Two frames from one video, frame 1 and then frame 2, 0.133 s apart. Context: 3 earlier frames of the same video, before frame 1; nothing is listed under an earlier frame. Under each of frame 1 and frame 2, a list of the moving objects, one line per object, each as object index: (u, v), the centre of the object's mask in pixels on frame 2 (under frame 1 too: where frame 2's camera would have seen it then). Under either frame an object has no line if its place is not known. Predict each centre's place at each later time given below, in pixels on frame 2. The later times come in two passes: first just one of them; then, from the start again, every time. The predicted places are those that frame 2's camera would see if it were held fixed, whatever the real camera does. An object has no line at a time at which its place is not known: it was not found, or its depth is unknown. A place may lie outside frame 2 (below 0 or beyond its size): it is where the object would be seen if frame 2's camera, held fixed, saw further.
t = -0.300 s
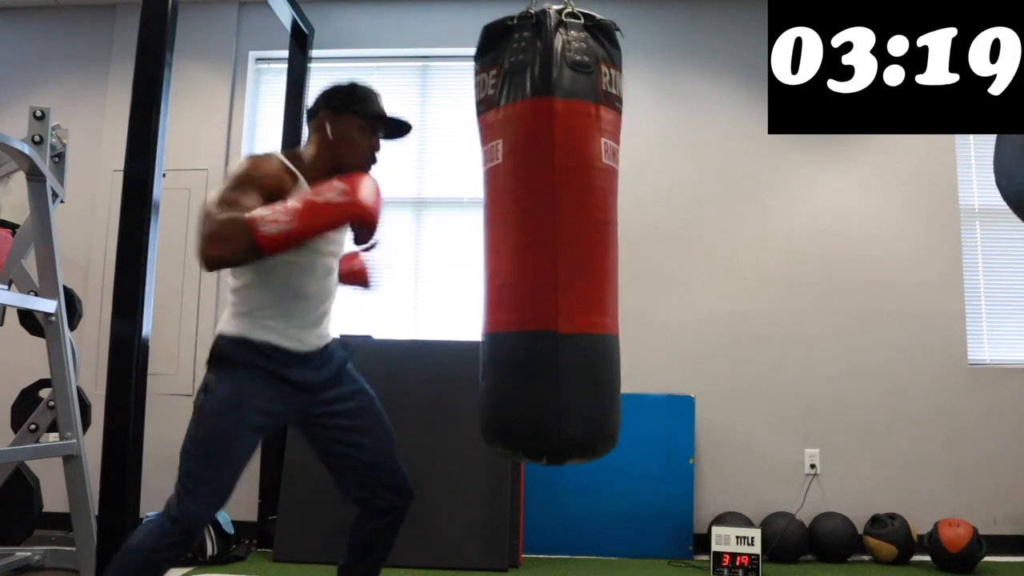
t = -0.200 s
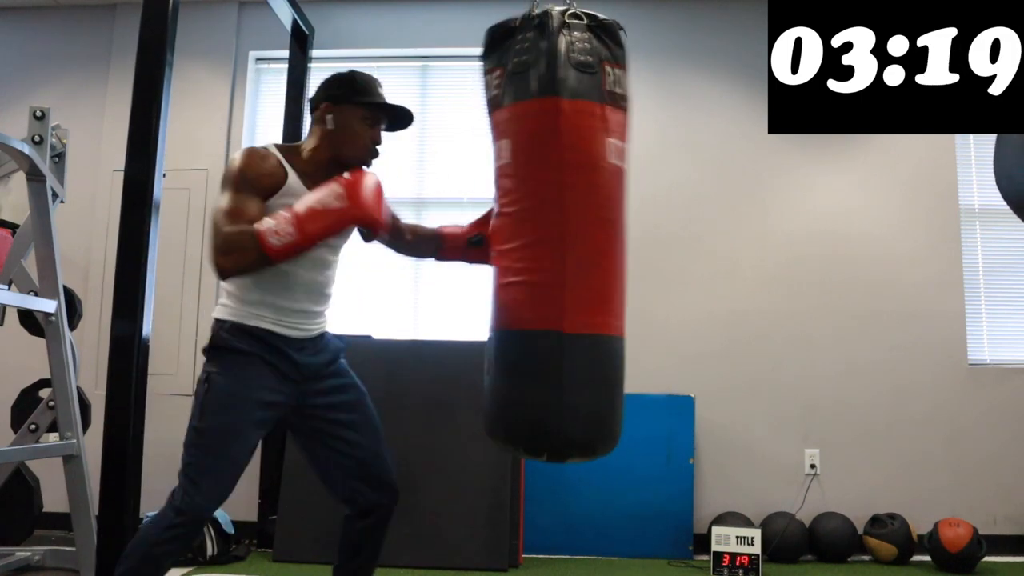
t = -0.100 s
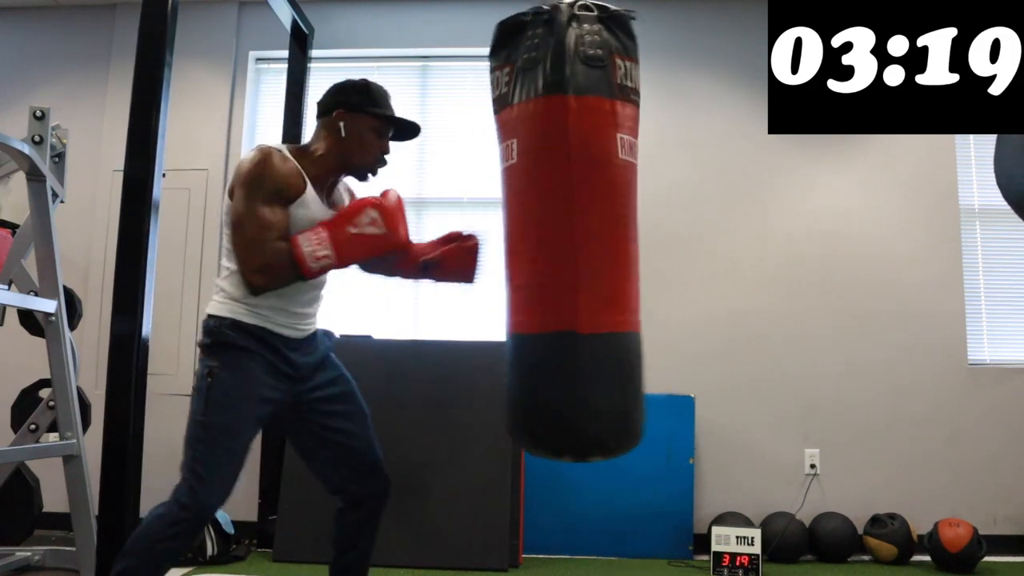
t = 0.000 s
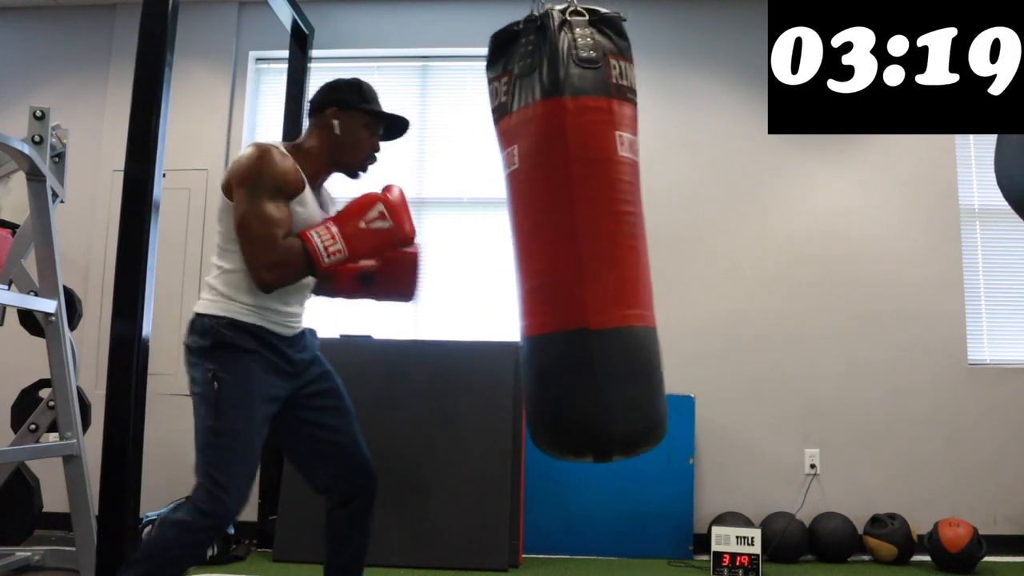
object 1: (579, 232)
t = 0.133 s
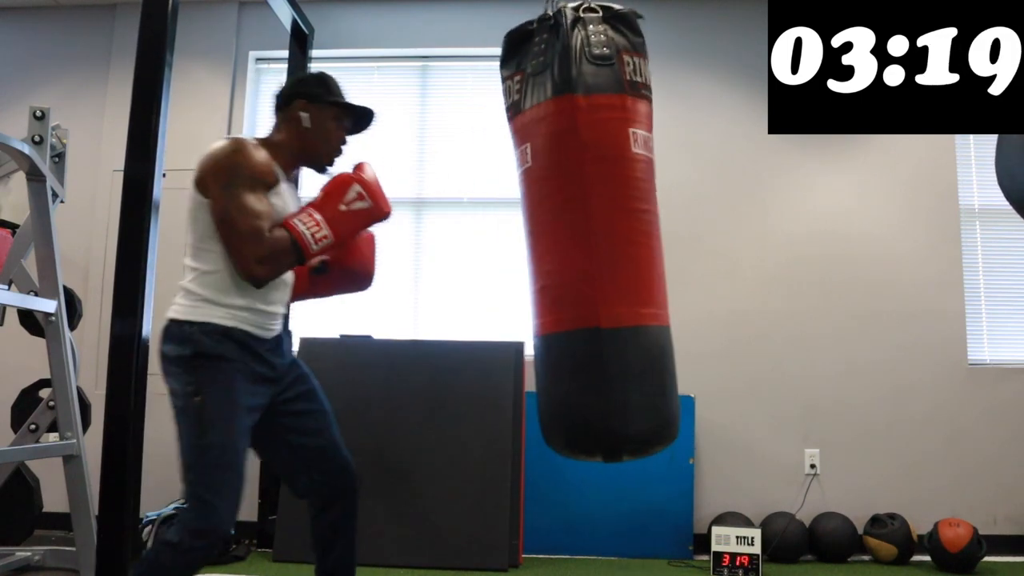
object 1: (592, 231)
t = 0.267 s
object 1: (596, 229)
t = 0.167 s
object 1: (594, 229)
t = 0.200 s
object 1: (594, 228)
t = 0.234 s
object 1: (595, 228)
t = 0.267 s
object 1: (596, 229)
